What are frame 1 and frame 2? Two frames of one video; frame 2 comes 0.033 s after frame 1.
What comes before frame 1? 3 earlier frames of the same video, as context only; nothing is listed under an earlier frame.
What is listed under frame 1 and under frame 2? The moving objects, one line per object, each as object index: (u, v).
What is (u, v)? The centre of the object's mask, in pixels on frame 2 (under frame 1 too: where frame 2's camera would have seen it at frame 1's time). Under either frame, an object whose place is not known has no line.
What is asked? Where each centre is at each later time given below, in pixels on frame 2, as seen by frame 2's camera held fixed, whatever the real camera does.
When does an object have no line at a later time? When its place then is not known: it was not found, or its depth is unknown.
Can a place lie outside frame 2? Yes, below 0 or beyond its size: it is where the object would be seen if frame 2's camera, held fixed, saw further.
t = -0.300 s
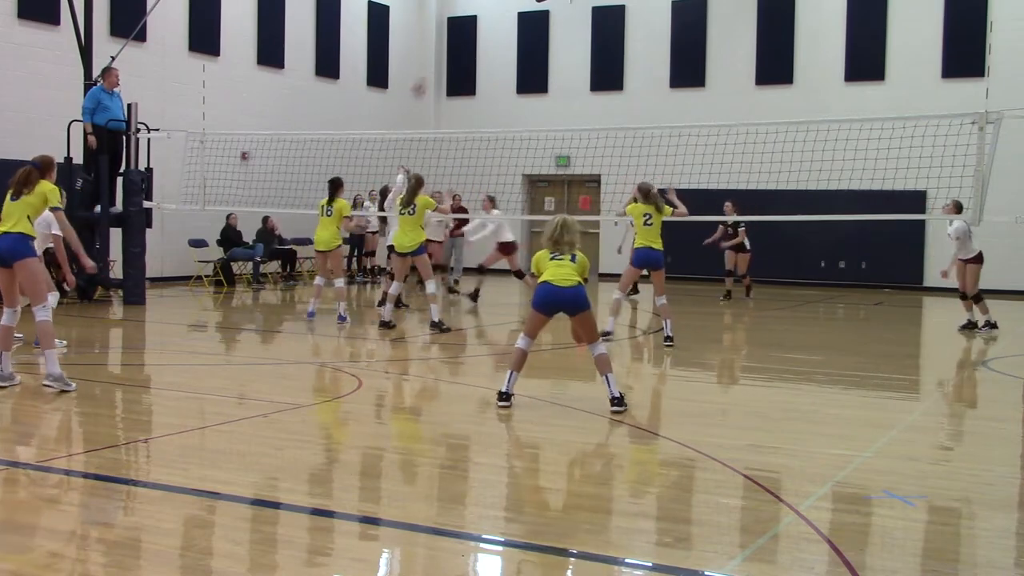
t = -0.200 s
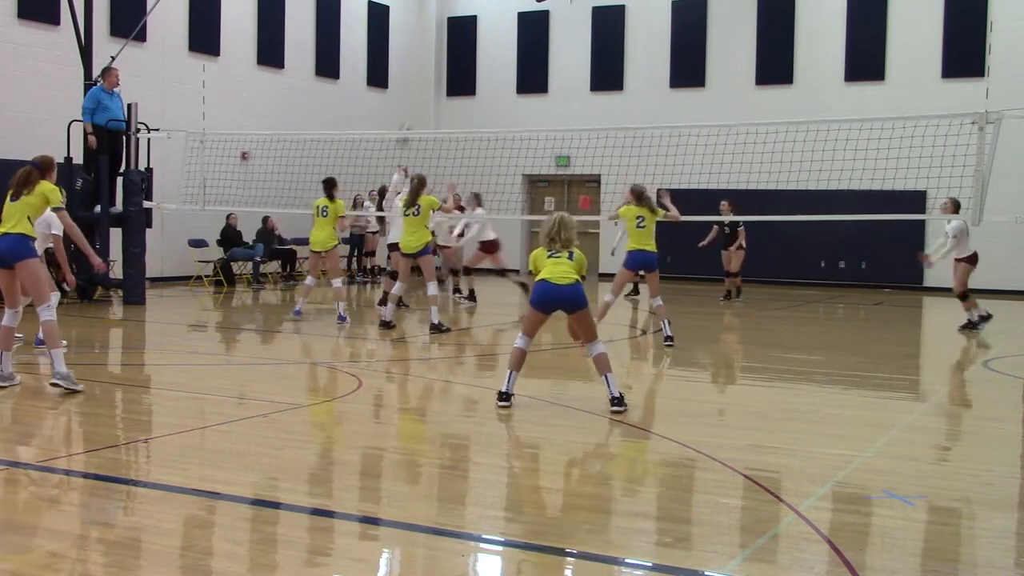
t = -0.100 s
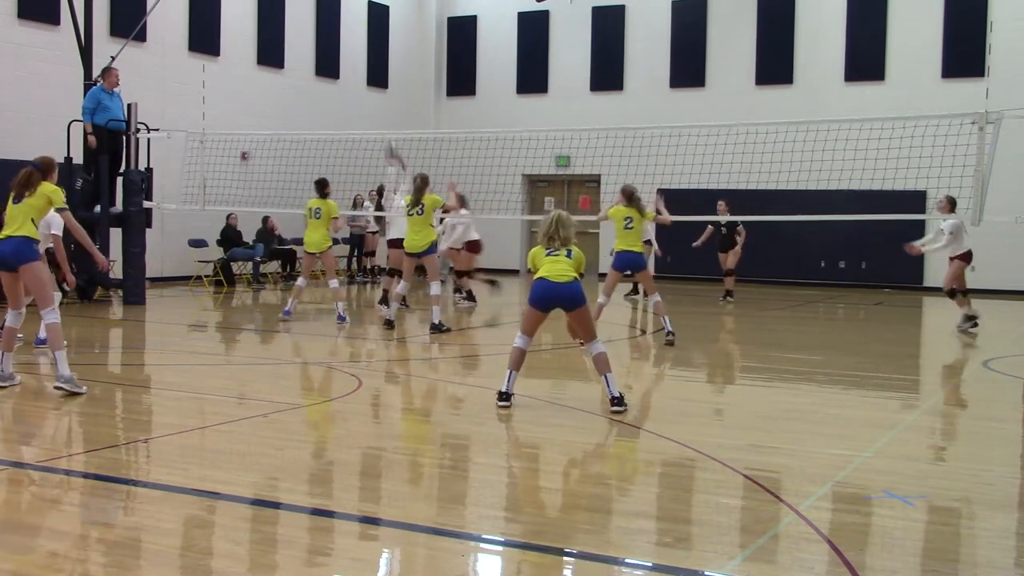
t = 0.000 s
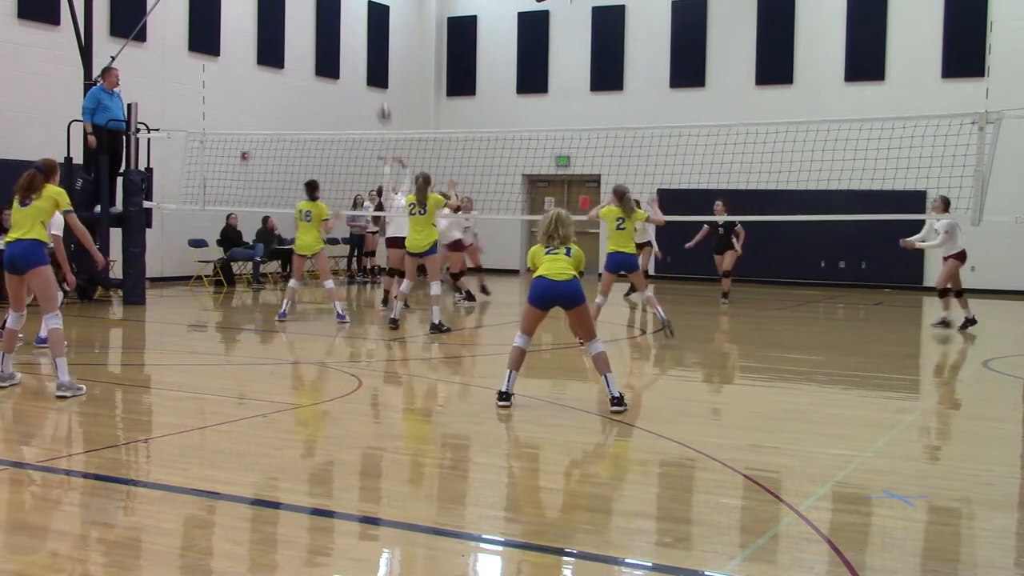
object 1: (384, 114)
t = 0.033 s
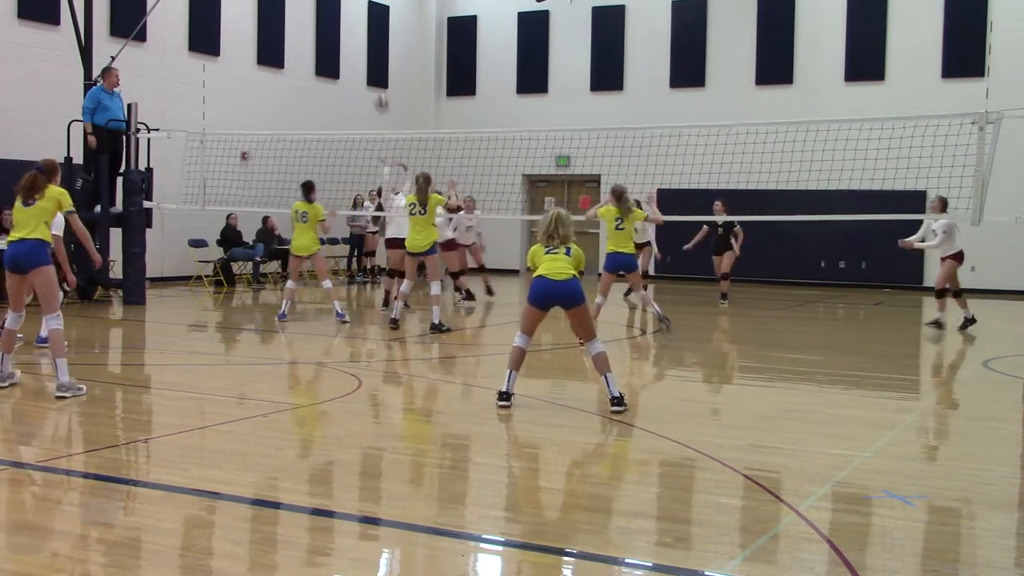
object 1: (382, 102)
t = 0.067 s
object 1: (378, 90)
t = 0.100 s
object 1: (376, 81)
